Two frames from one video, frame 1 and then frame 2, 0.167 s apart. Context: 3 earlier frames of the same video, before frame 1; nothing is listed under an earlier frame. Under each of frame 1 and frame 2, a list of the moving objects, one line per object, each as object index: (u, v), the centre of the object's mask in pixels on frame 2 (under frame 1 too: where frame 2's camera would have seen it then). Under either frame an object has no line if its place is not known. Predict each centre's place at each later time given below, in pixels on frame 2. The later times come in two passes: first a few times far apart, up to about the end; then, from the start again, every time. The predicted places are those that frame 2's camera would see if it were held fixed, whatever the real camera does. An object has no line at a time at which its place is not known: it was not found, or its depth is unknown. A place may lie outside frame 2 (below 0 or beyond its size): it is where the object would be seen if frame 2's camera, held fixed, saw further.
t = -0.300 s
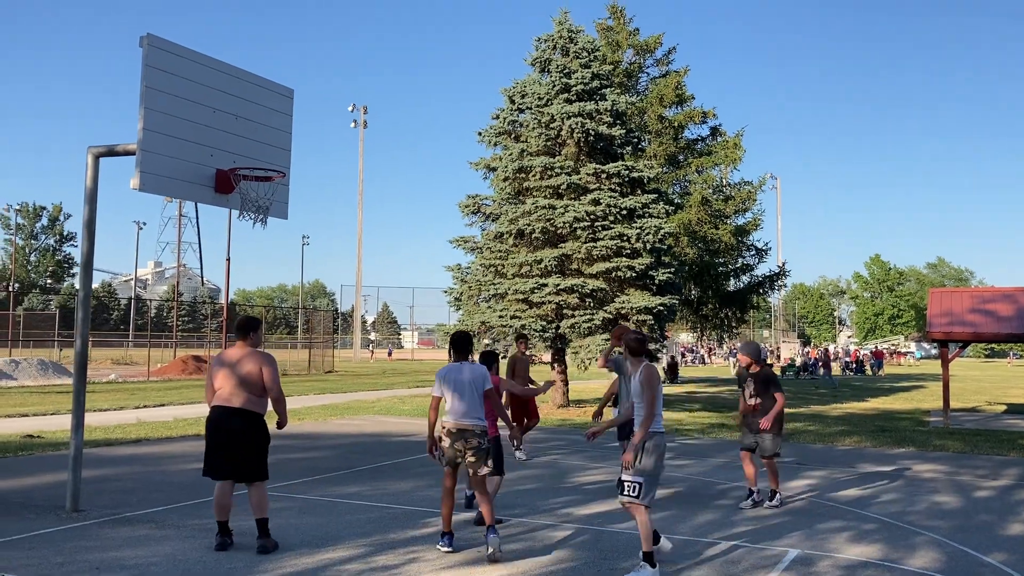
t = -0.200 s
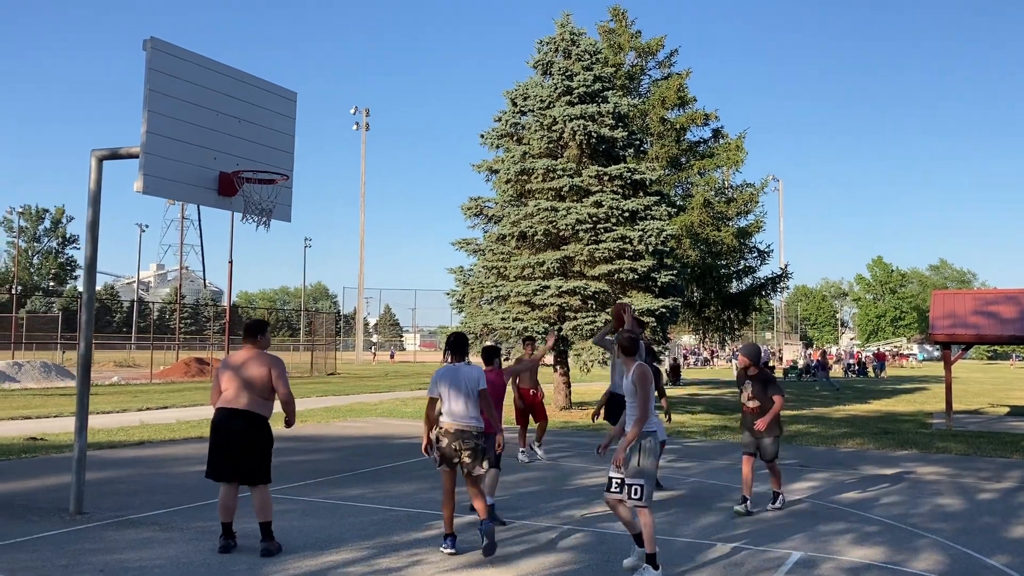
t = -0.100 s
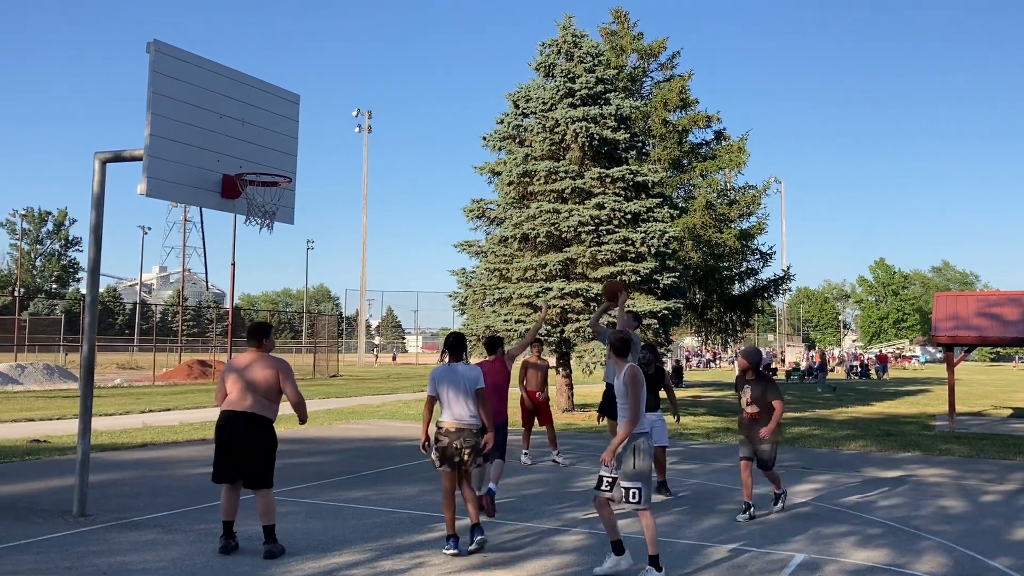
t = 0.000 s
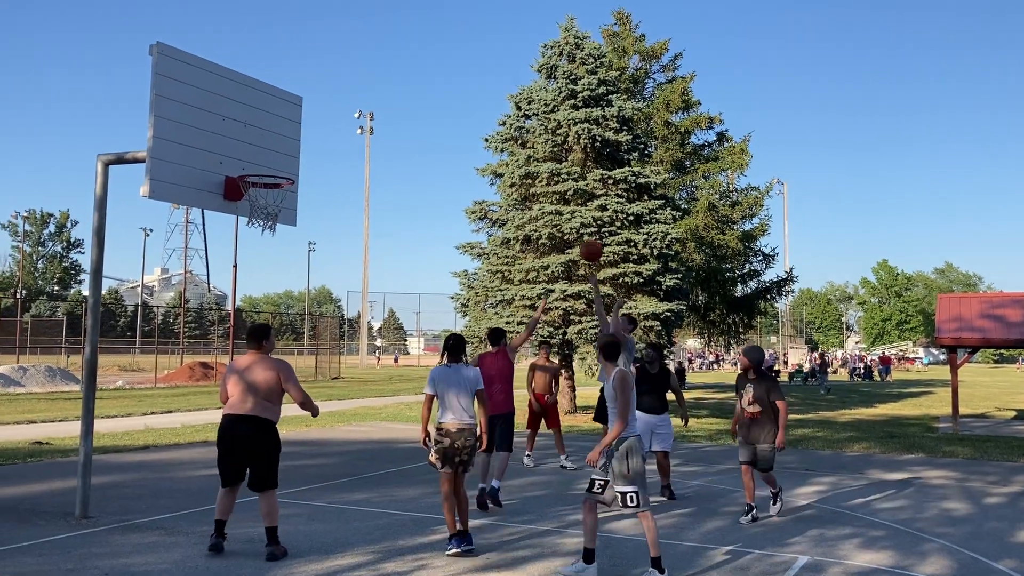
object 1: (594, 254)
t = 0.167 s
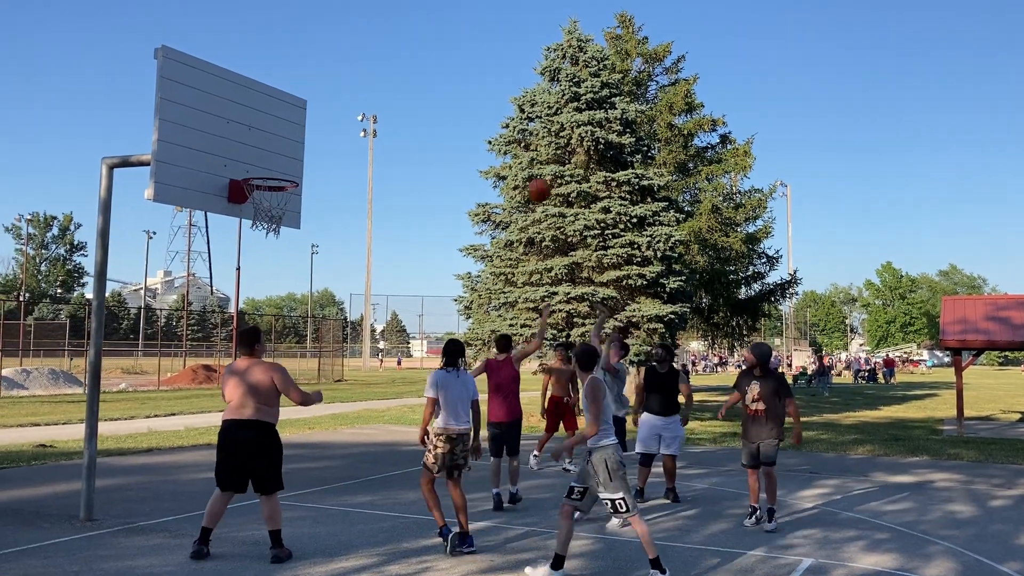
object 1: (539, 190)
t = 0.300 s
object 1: (492, 158)
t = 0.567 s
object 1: (391, 142)
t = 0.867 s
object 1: (336, 180)
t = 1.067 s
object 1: (402, 205)
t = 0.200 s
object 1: (527, 181)
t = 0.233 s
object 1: (516, 172)
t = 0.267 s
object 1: (504, 165)
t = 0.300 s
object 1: (492, 158)
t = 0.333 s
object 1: (480, 152)
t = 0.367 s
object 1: (468, 147)
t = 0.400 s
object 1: (456, 144)
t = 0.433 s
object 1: (443, 141)
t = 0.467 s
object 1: (430, 139)
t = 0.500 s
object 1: (418, 139)
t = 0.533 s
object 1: (404, 140)
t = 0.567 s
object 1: (391, 142)
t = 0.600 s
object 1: (378, 145)
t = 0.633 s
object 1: (364, 149)
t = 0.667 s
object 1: (350, 154)
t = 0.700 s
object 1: (336, 161)
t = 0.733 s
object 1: (322, 169)
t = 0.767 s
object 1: (308, 179)
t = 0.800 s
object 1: (312, 180)
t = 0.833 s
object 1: (324, 180)
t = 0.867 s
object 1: (336, 180)
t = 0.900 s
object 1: (348, 181)
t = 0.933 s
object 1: (359, 184)
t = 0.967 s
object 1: (370, 187)
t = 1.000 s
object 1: (381, 192)
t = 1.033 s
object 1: (391, 198)
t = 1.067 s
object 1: (402, 205)
